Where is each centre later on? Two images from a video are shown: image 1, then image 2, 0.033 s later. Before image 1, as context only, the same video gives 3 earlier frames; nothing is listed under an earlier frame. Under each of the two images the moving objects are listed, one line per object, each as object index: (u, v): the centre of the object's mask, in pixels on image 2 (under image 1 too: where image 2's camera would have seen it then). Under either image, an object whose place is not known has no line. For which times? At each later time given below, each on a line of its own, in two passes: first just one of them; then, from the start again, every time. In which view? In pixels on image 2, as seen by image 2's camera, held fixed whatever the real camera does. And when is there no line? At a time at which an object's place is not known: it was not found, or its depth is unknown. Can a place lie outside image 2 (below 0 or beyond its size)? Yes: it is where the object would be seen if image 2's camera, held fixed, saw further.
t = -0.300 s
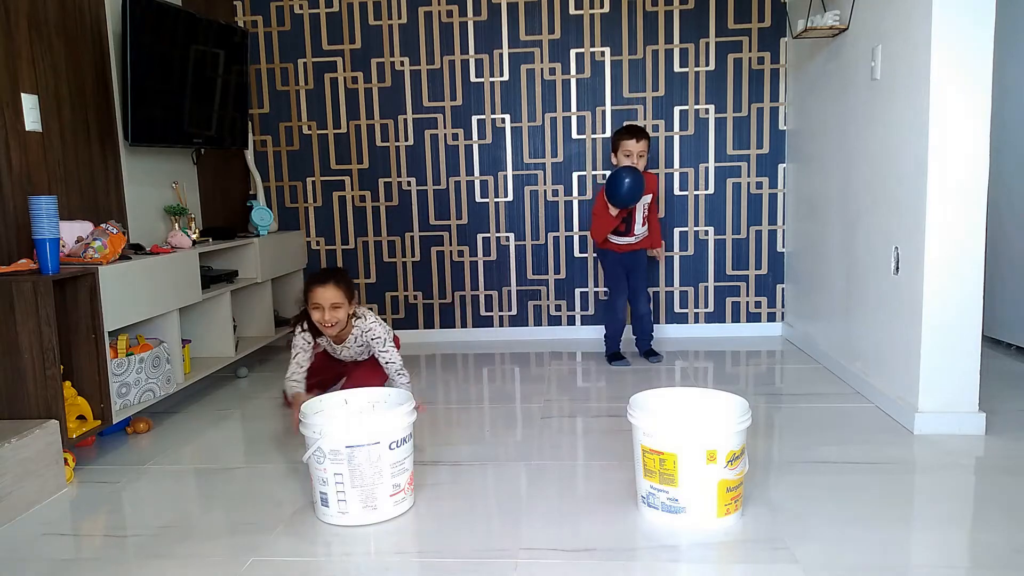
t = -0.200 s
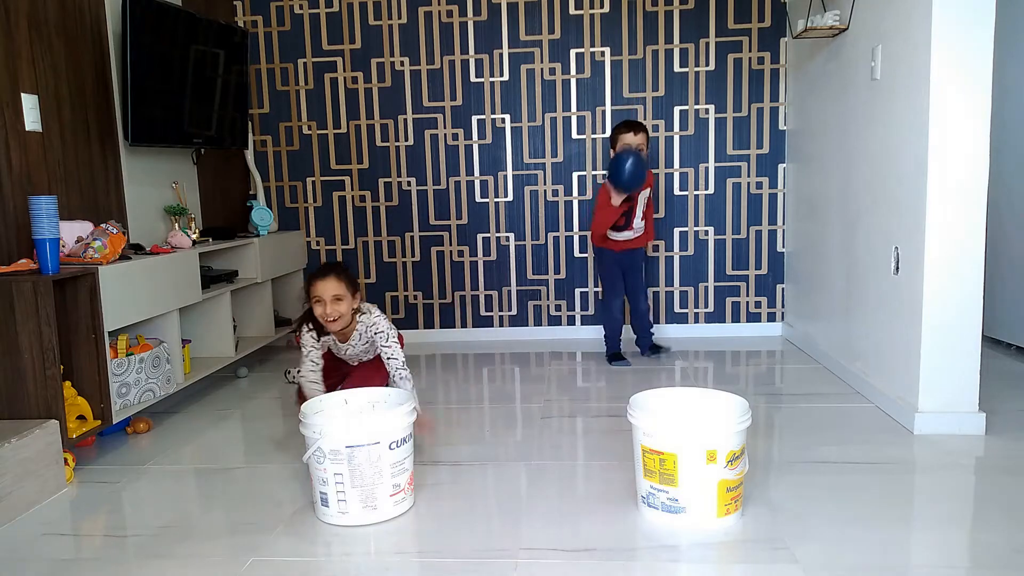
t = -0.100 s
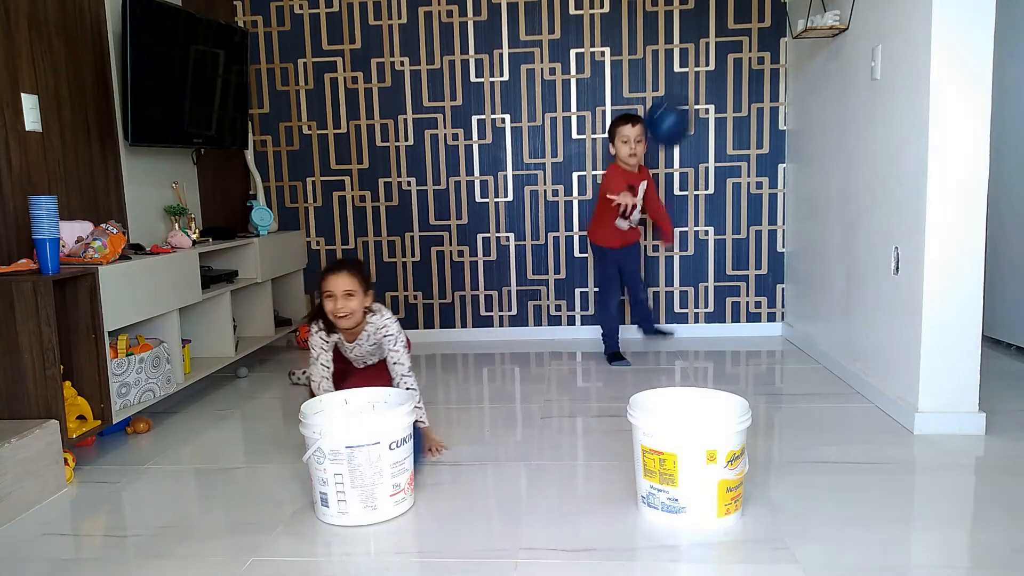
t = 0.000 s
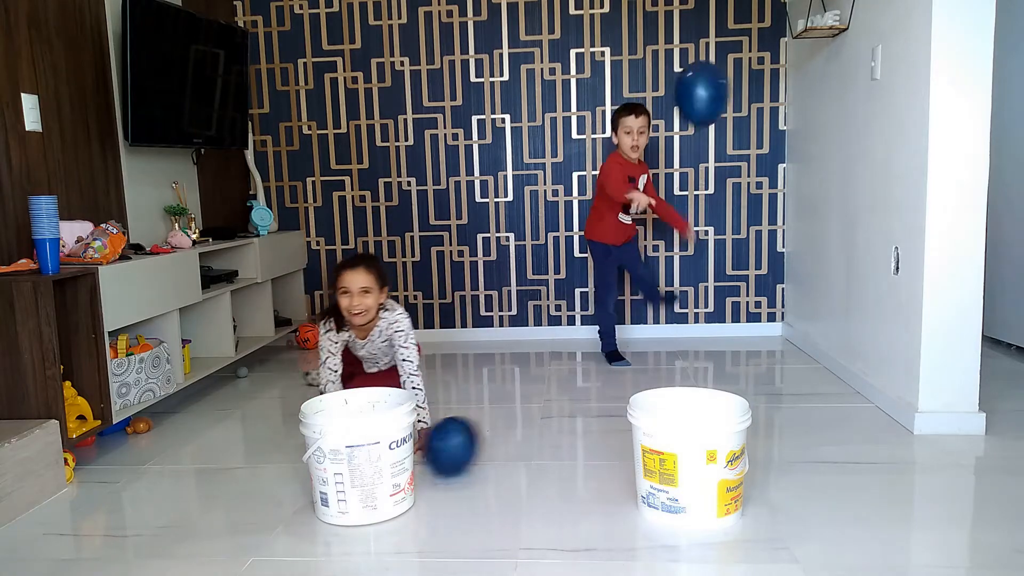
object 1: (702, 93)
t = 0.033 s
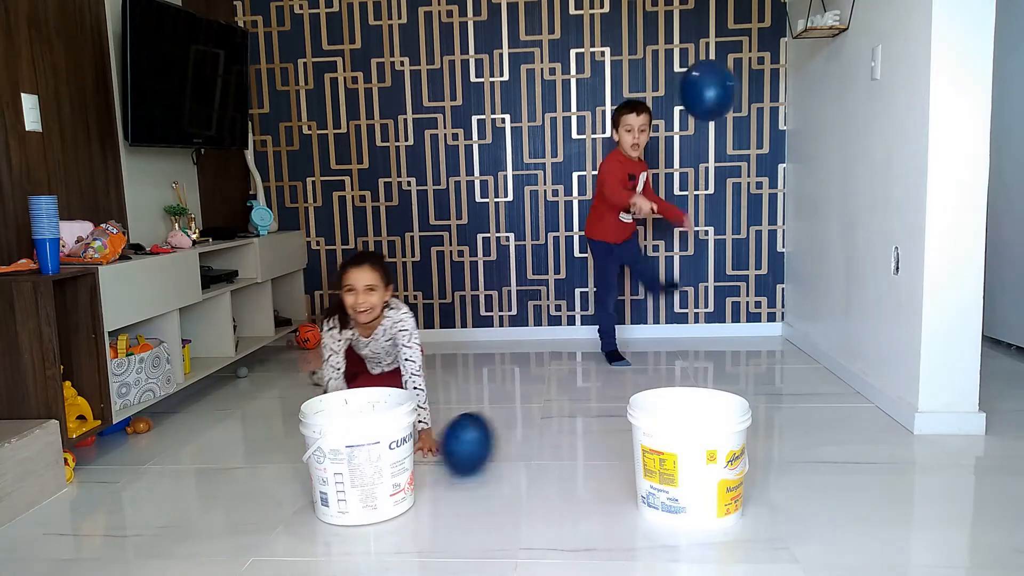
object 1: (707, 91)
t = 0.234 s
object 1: (727, 107)
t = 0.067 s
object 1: (713, 90)
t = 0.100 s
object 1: (719, 91)
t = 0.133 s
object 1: (722, 92)
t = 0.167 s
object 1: (725, 96)
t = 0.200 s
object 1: (727, 102)
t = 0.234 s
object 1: (727, 107)
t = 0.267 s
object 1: (729, 114)
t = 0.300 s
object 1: (729, 121)
